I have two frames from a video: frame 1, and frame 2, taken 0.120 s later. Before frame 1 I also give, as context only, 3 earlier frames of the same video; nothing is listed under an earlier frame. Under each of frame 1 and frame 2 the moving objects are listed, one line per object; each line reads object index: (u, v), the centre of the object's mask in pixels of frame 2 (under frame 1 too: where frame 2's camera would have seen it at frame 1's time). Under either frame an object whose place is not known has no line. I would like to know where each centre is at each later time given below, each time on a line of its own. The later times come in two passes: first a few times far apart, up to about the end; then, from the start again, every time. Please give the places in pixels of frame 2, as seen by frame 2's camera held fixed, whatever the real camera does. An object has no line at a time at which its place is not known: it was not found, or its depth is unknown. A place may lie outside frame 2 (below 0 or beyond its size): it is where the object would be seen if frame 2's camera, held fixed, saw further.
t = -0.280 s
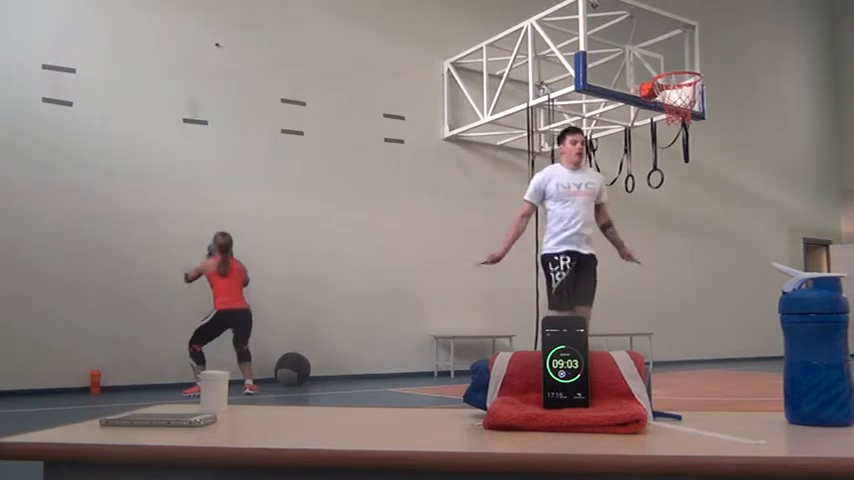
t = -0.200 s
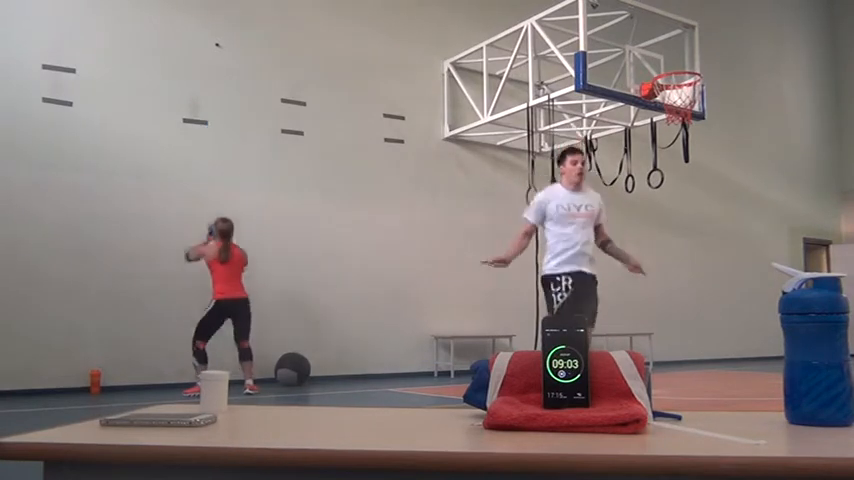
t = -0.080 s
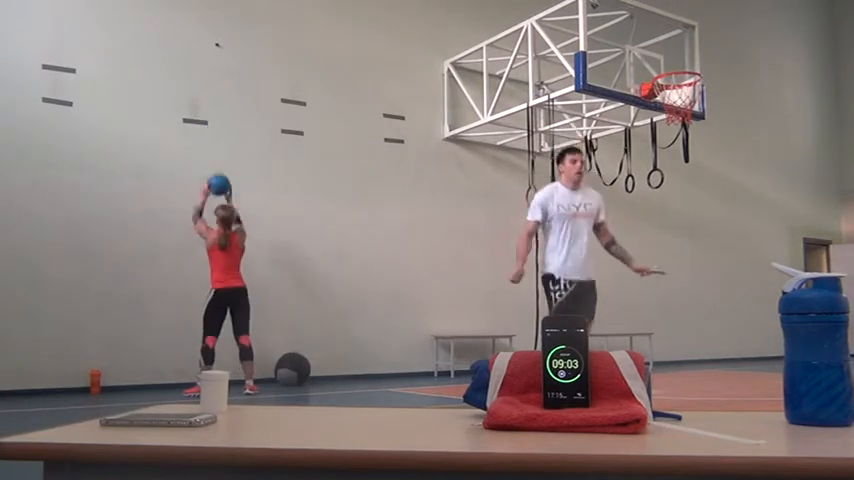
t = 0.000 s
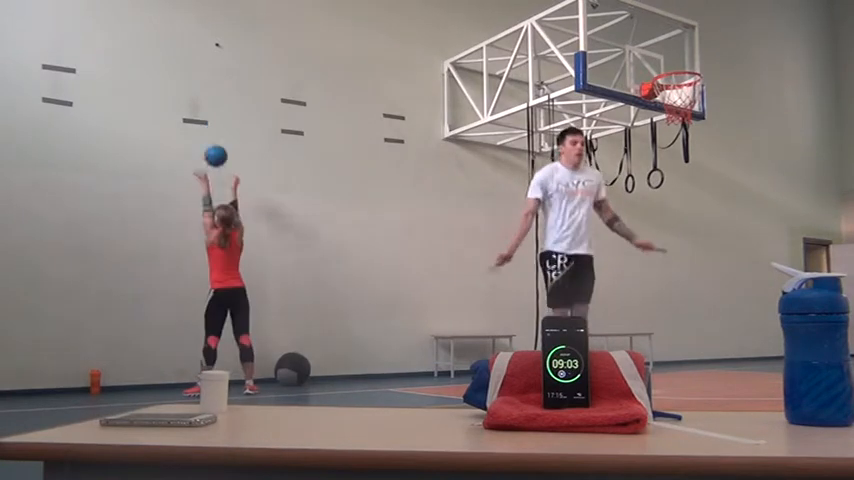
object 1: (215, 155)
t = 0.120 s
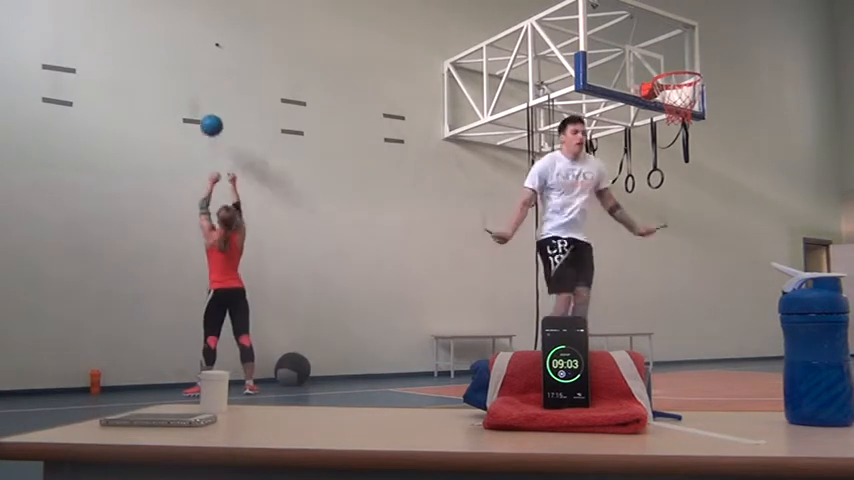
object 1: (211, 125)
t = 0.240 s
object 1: (206, 109)
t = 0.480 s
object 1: (210, 111)
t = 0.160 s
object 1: (210, 118)
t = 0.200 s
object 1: (208, 113)
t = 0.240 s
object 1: (206, 109)
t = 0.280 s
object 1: (205, 107)
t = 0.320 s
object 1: (204, 106)
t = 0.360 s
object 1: (206, 105)
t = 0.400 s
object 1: (207, 106)
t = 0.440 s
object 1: (209, 108)
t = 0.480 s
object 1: (210, 111)
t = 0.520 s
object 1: (211, 117)
